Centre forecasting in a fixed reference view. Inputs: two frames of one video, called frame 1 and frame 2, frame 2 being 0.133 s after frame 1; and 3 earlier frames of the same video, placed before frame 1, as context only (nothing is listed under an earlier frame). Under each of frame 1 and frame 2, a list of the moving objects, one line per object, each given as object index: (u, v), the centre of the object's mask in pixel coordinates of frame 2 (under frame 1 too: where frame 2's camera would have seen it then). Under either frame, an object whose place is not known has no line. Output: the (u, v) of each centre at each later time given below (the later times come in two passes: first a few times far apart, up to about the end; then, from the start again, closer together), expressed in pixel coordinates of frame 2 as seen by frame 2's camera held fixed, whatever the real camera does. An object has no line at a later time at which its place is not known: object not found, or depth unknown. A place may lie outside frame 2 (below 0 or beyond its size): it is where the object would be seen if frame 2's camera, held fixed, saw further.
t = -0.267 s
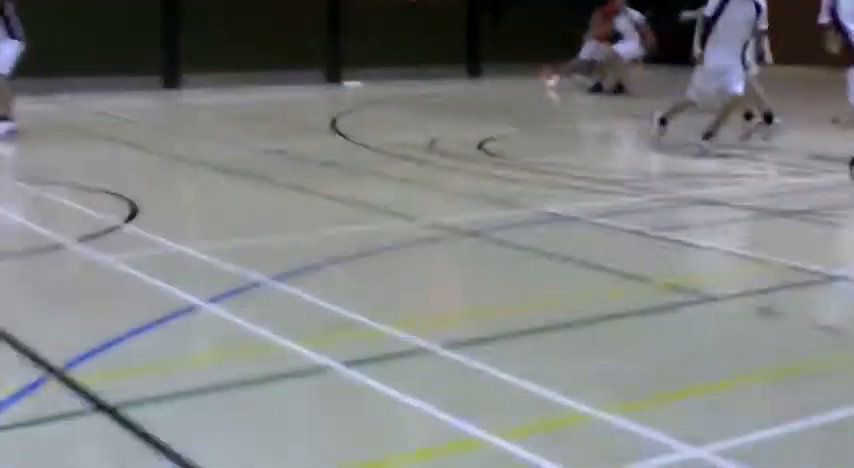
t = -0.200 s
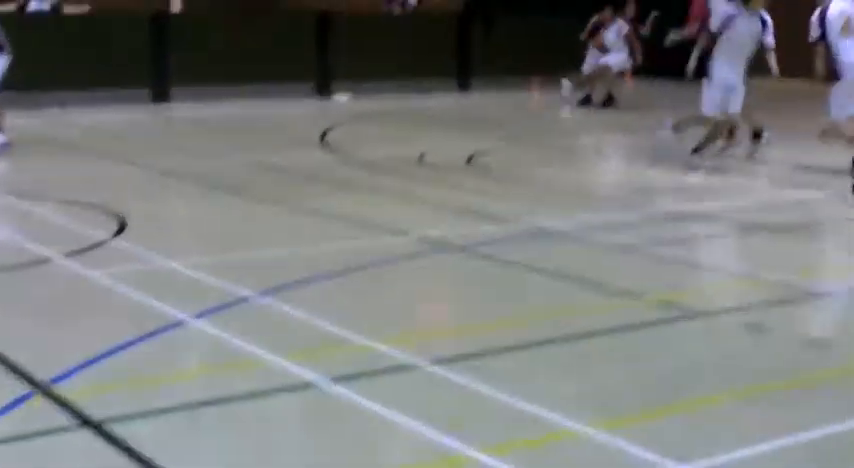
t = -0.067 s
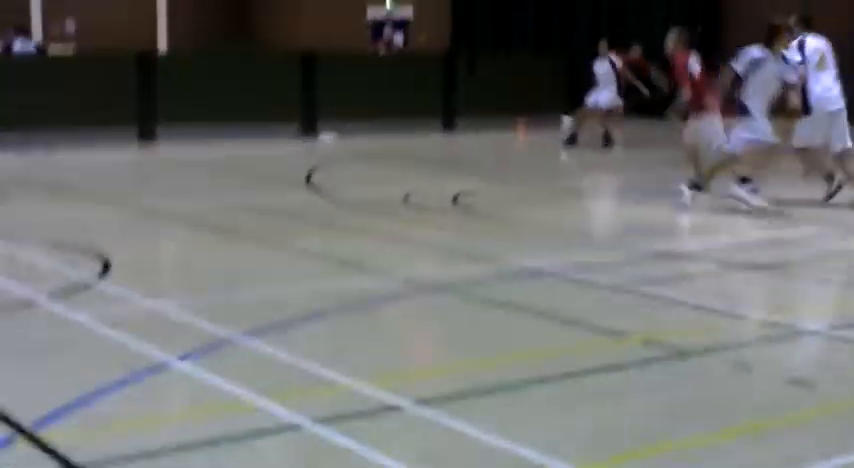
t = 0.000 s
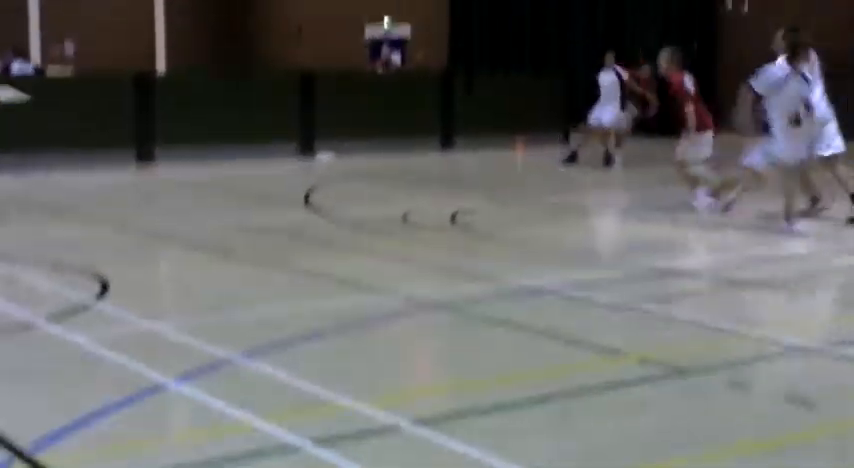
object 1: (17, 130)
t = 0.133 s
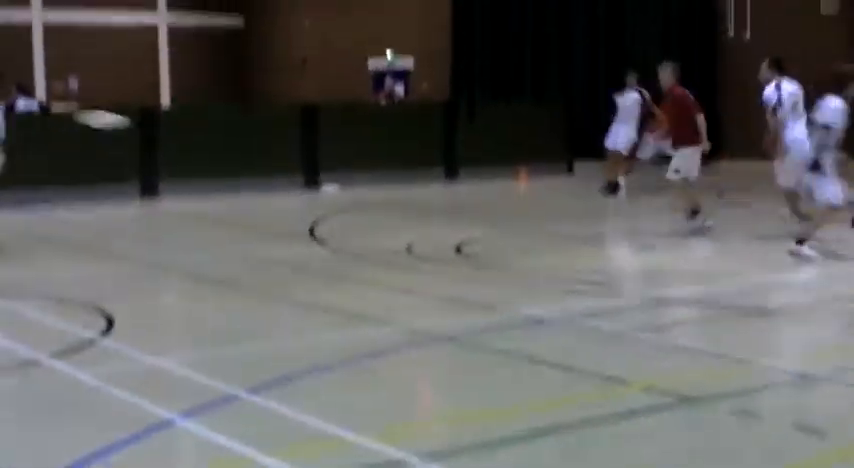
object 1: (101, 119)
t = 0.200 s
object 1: (151, 114)
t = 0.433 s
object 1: (347, 107)
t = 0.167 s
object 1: (126, 116)
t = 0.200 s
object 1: (151, 114)
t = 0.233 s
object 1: (179, 113)
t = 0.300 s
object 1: (231, 108)
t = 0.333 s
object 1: (257, 107)
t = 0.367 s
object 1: (288, 107)
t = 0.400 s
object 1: (316, 108)
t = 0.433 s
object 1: (347, 107)
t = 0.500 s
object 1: (410, 107)
